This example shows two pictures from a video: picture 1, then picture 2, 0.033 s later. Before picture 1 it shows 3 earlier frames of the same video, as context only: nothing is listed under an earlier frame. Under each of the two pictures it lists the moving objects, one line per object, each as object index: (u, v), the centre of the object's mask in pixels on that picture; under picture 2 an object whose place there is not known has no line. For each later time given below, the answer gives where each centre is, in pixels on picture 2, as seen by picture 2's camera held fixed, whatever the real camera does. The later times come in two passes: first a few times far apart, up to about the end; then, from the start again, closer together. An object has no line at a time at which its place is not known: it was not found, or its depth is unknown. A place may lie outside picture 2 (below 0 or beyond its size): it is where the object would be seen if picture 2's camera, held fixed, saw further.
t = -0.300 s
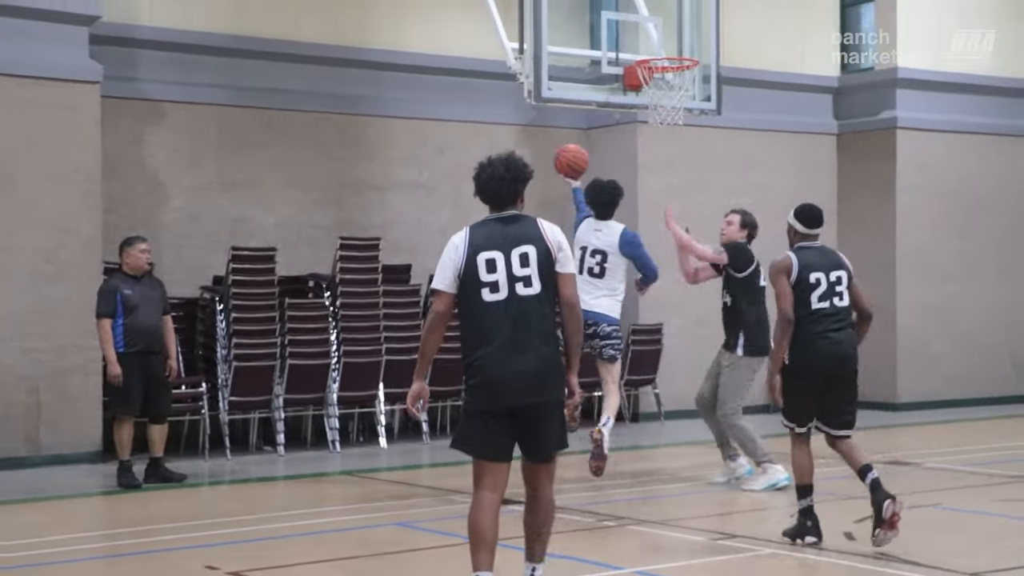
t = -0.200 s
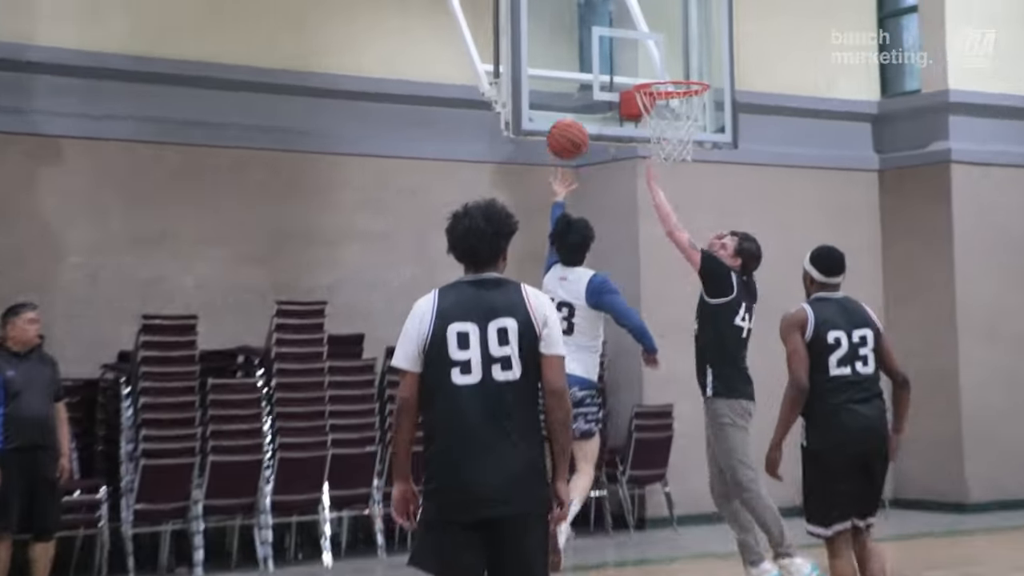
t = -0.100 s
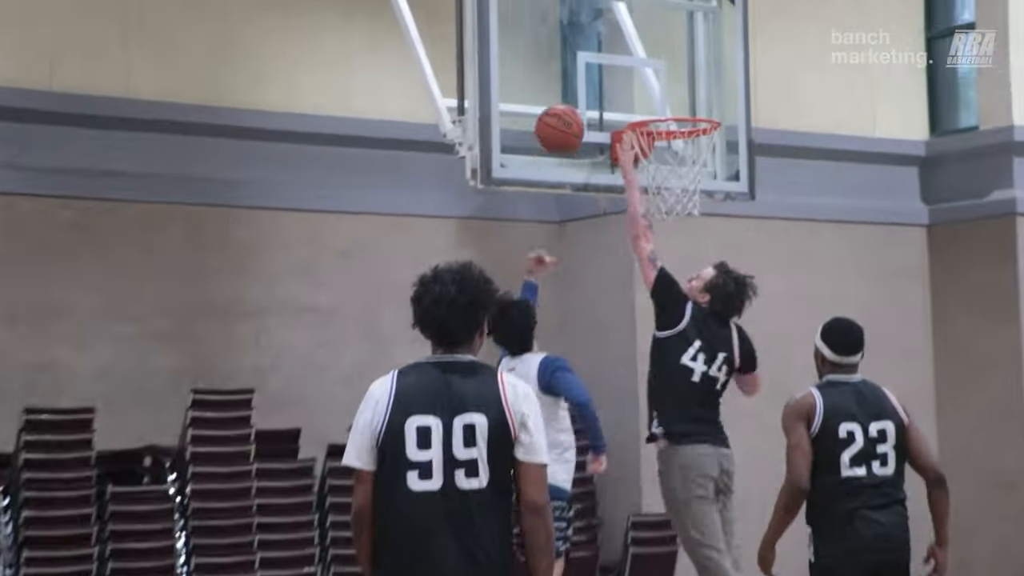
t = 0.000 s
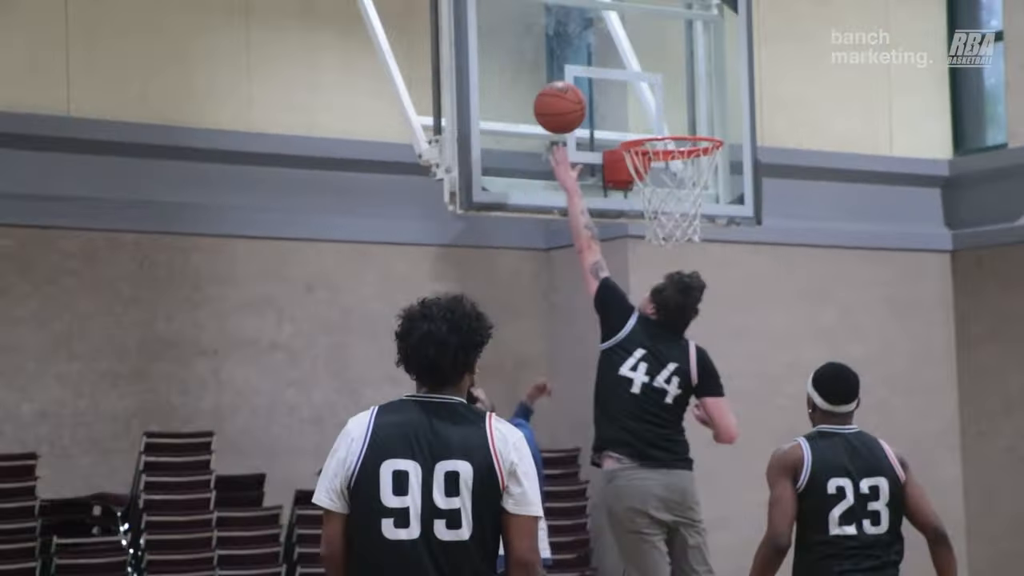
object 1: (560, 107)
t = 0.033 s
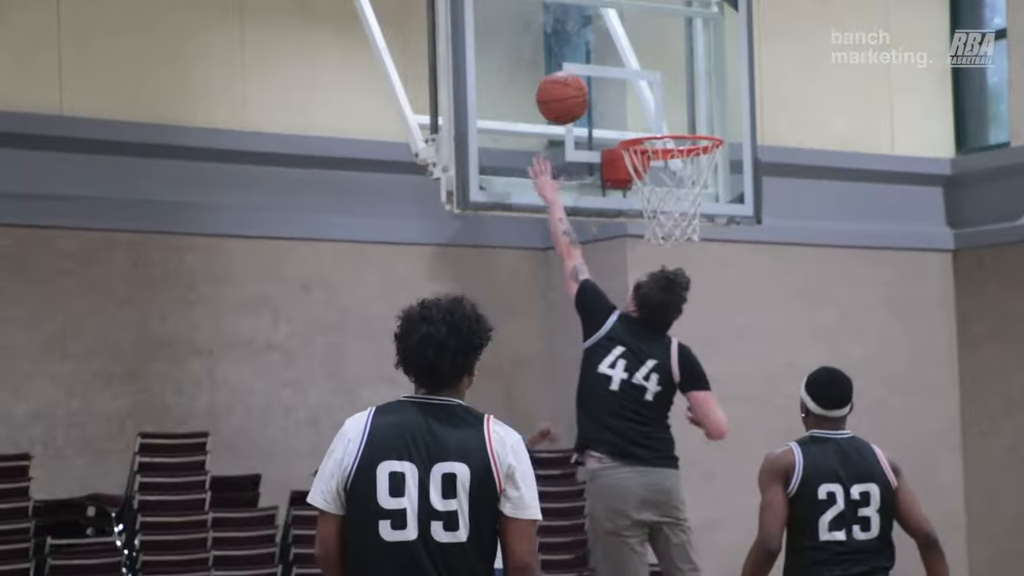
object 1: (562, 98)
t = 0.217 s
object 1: (588, 94)
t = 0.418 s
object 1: (651, 130)
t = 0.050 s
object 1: (564, 94)
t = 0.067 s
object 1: (567, 91)
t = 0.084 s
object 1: (569, 88)
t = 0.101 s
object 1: (571, 87)
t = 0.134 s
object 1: (576, 86)
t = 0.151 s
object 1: (578, 86)
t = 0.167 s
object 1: (581, 87)
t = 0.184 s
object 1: (583, 89)
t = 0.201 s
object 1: (585, 91)
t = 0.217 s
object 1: (588, 94)
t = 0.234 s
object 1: (590, 97)
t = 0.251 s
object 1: (594, 99)
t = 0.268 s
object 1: (599, 100)
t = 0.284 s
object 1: (605, 101)
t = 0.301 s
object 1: (610, 103)
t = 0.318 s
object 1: (616, 106)
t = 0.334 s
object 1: (621, 109)
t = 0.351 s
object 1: (627, 113)
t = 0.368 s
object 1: (632, 116)
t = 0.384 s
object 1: (637, 119)
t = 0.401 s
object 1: (643, 122)
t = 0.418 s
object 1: (651, 130)
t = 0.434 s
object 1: (656, 141)
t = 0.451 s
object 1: (662, 149)
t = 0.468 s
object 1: (666, 160)
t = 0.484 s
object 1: (671, 166)
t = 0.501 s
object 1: (677, 174)
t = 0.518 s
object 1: (684, 185)
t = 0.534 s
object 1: (689, 194)
